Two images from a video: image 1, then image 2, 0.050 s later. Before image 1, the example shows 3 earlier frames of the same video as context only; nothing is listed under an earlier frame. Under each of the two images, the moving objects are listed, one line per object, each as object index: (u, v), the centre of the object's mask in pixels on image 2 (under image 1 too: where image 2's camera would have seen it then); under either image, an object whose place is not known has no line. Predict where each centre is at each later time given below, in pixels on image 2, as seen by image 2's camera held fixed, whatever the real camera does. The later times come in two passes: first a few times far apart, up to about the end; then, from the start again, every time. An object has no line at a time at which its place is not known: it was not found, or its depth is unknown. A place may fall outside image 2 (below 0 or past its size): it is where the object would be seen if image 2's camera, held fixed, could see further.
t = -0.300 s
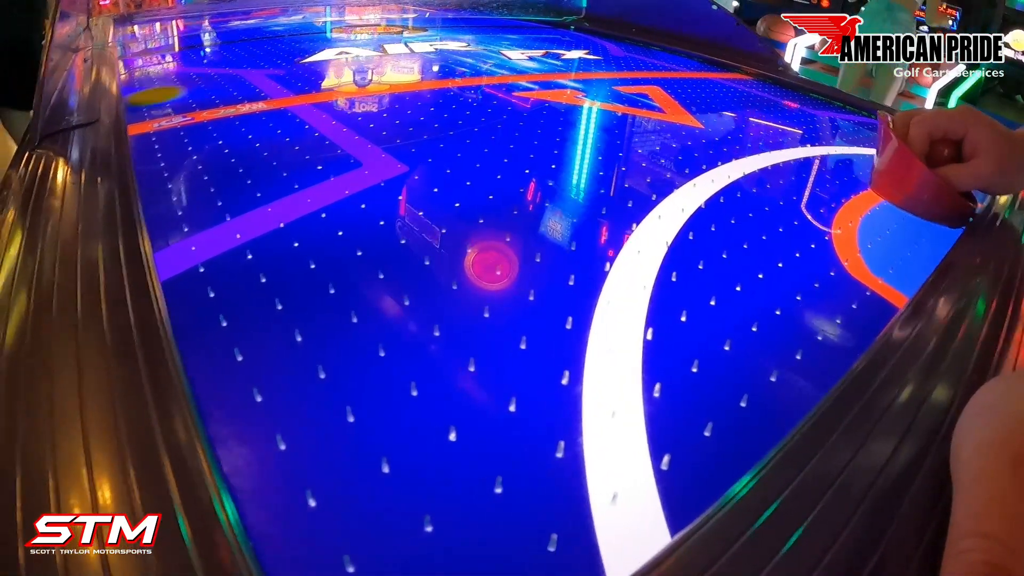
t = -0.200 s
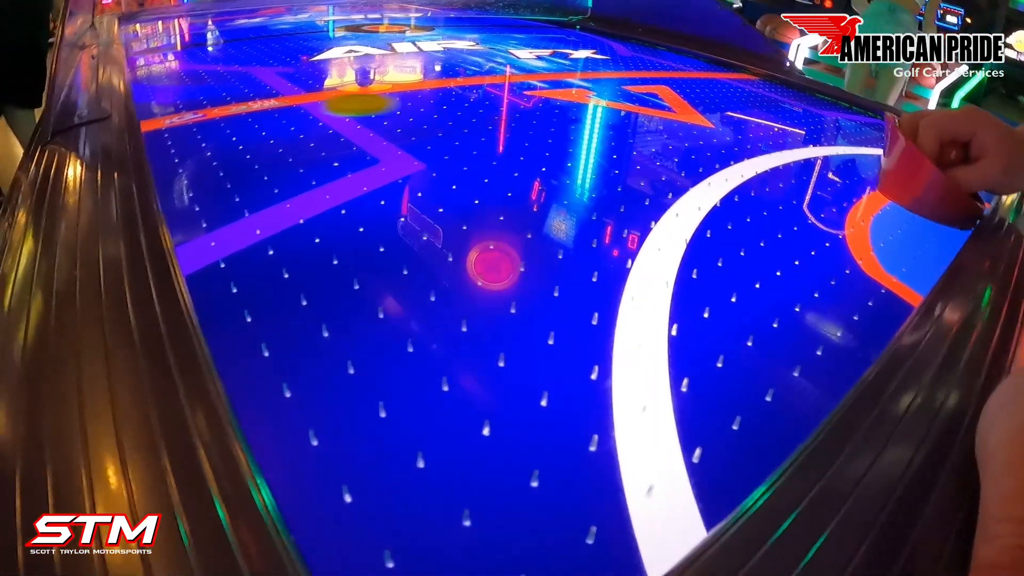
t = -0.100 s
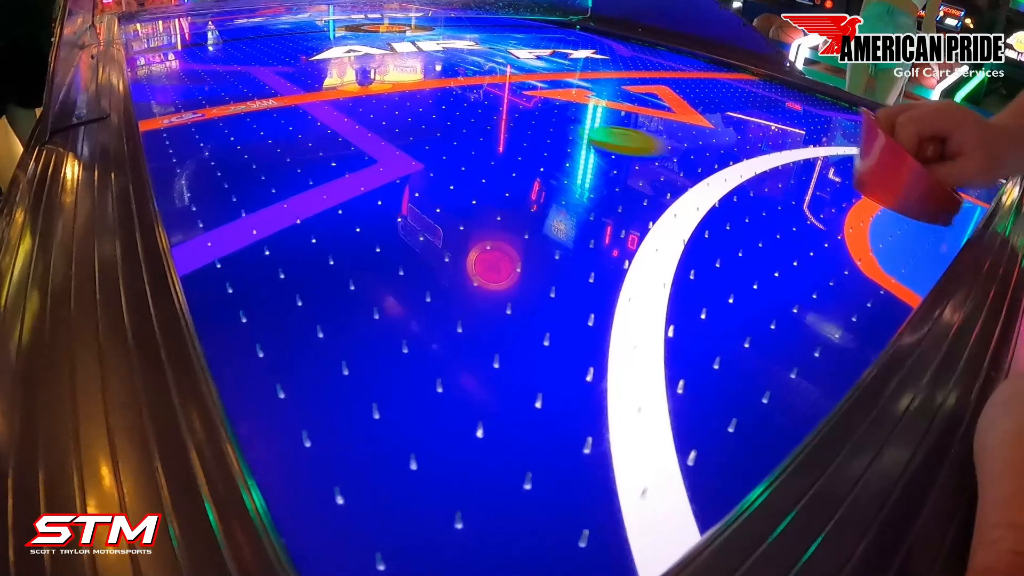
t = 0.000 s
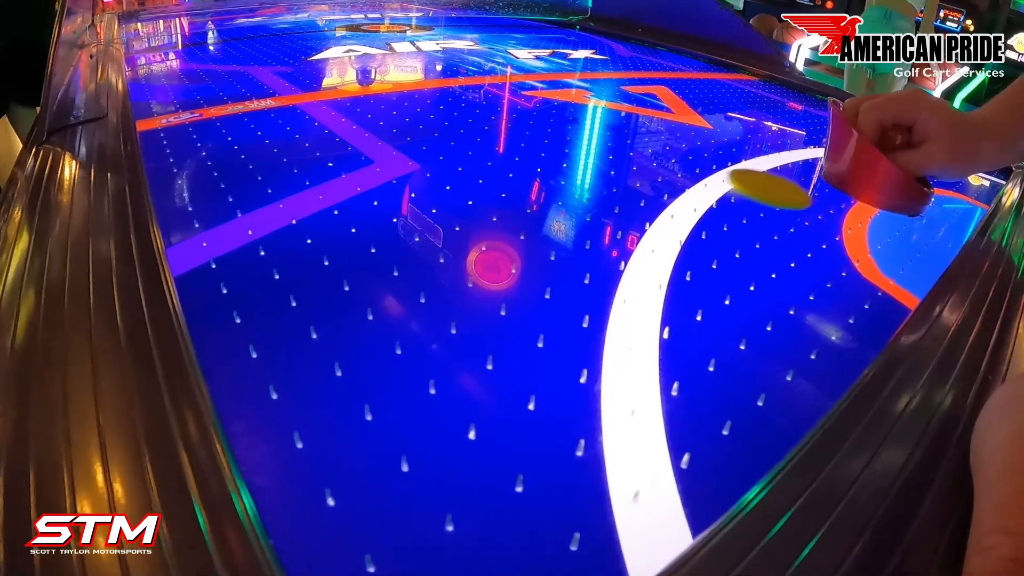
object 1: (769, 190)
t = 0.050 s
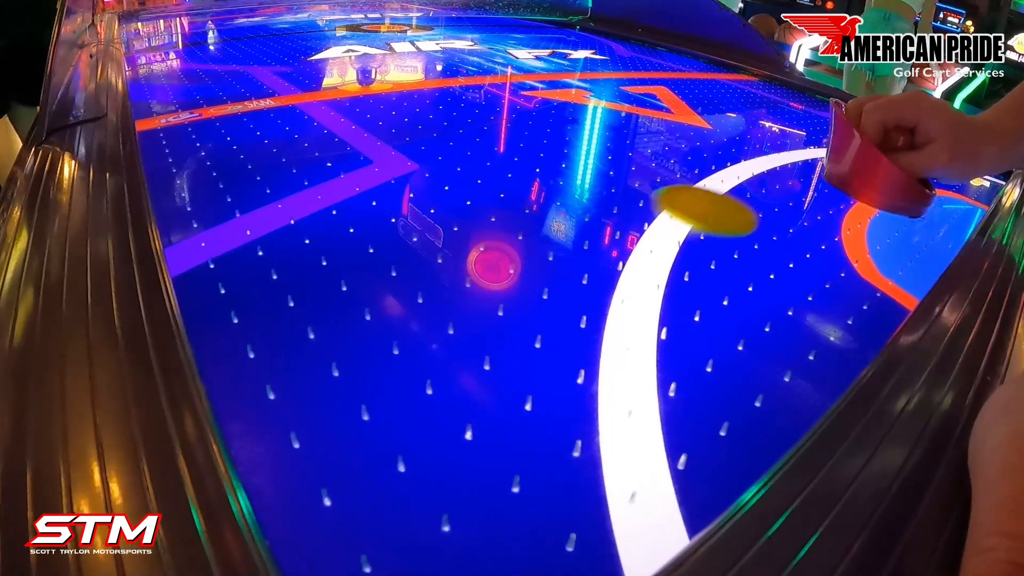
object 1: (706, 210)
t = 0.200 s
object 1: (281, 362)
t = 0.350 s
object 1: (581, 212)
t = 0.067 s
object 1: (679, 220)
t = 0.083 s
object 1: (647, 230)
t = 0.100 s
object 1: (610, 243)
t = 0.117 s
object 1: (570, 258)
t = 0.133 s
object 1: (527, 274)
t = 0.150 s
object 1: (474, 293)
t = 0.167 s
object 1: (408, 315)
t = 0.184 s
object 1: (342, 339)
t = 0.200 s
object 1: (281, 362)
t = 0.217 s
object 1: (260, 367)
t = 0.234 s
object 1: (295, 345)
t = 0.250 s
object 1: (349, 318)
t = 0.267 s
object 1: (399, 294)
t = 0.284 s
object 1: (446, 273)
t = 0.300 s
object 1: (486, 254)
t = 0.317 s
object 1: (522, 237)
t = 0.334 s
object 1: (553, 224)
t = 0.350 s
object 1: (581, 212)
